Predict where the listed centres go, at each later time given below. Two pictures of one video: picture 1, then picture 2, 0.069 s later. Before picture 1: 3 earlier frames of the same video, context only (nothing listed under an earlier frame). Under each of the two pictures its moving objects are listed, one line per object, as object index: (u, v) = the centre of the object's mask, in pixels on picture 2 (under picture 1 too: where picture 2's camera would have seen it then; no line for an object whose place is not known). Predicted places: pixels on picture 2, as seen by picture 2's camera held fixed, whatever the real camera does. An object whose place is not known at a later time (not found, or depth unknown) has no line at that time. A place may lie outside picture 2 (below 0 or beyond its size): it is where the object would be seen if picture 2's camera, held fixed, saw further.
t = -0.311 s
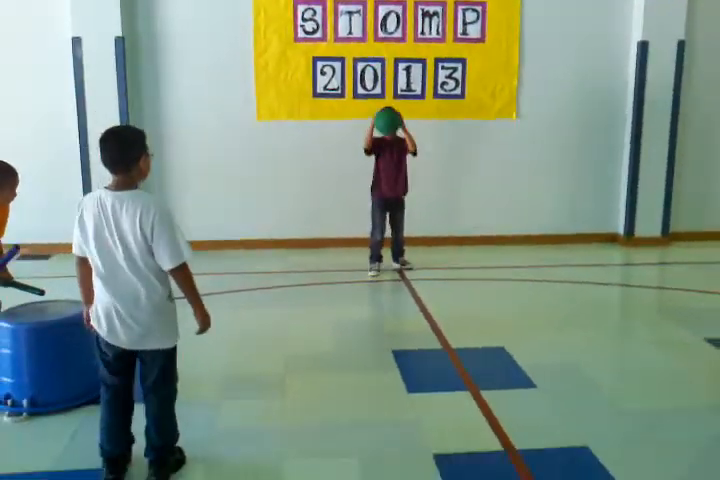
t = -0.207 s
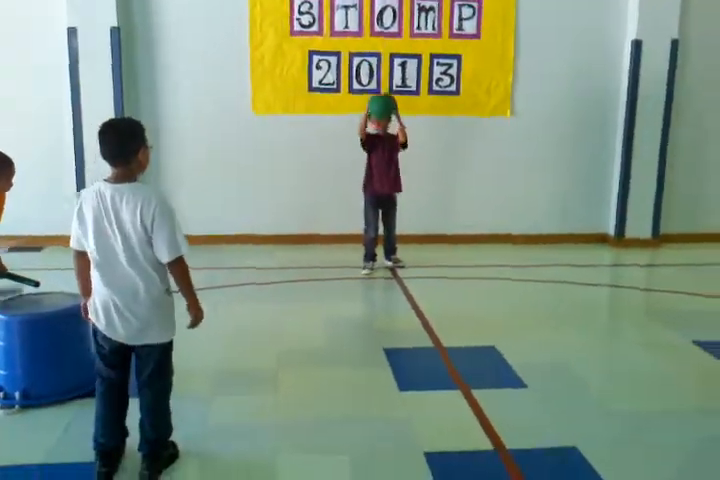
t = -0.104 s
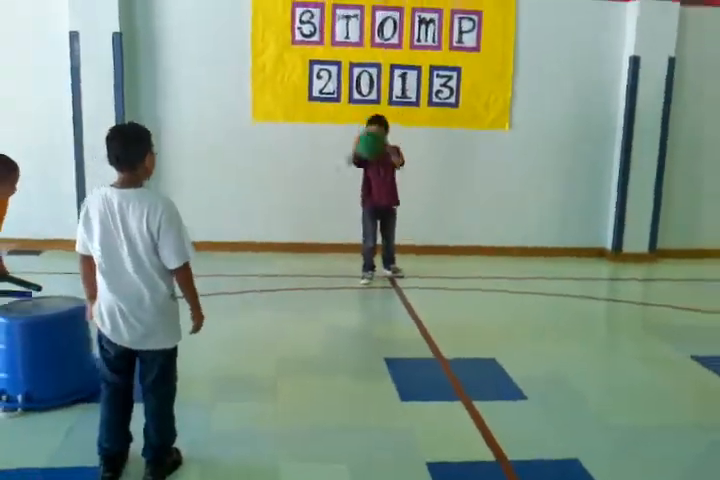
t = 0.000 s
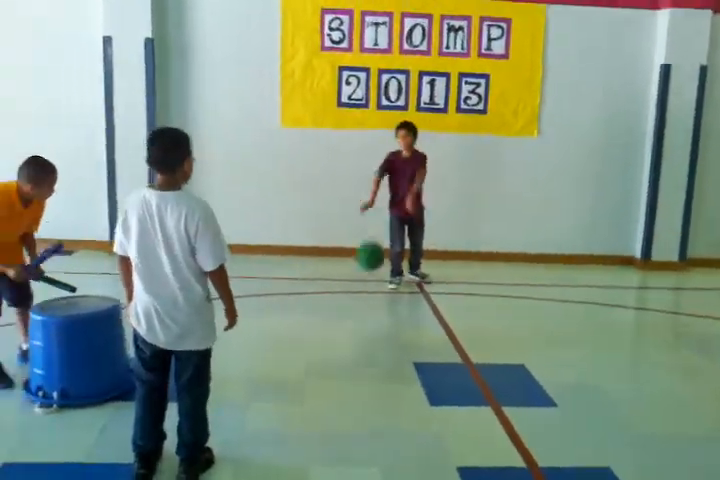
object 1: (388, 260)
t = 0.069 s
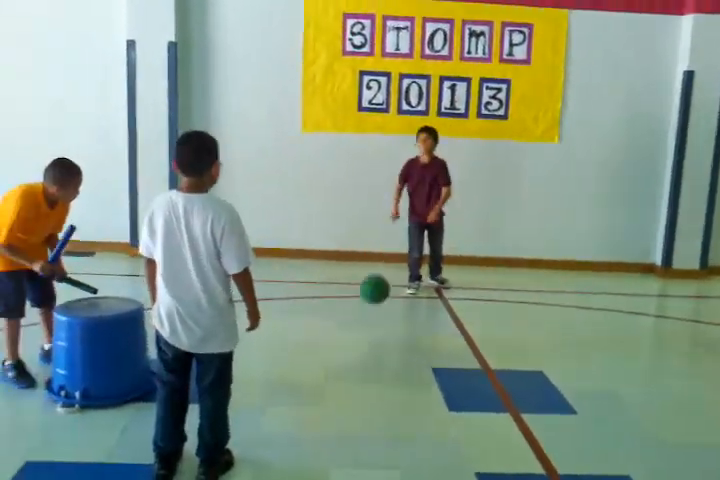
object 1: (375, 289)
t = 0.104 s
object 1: (373, 264)
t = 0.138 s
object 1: (371, 236)
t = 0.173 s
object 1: (370, 210)
